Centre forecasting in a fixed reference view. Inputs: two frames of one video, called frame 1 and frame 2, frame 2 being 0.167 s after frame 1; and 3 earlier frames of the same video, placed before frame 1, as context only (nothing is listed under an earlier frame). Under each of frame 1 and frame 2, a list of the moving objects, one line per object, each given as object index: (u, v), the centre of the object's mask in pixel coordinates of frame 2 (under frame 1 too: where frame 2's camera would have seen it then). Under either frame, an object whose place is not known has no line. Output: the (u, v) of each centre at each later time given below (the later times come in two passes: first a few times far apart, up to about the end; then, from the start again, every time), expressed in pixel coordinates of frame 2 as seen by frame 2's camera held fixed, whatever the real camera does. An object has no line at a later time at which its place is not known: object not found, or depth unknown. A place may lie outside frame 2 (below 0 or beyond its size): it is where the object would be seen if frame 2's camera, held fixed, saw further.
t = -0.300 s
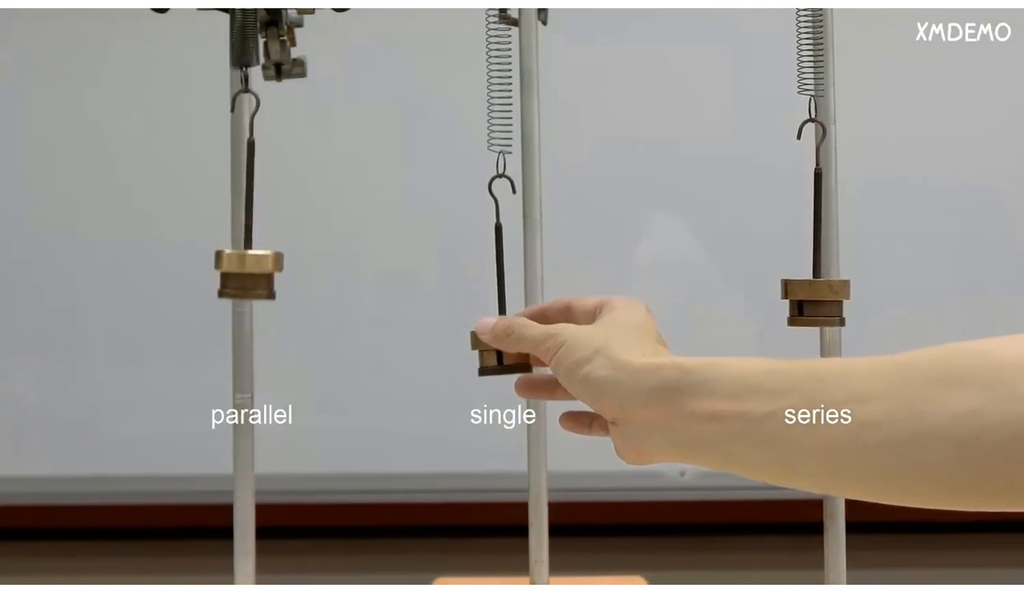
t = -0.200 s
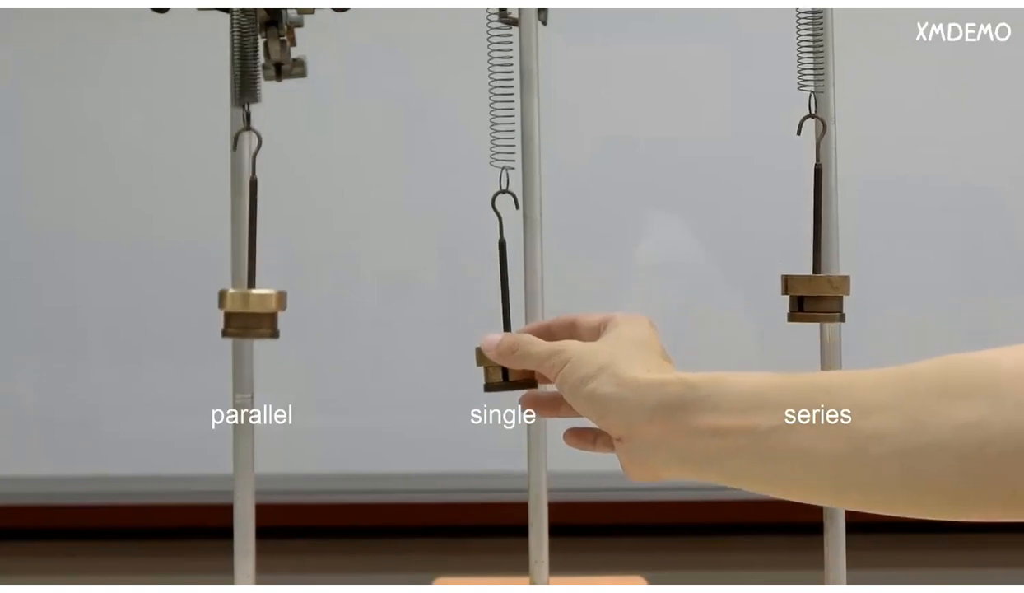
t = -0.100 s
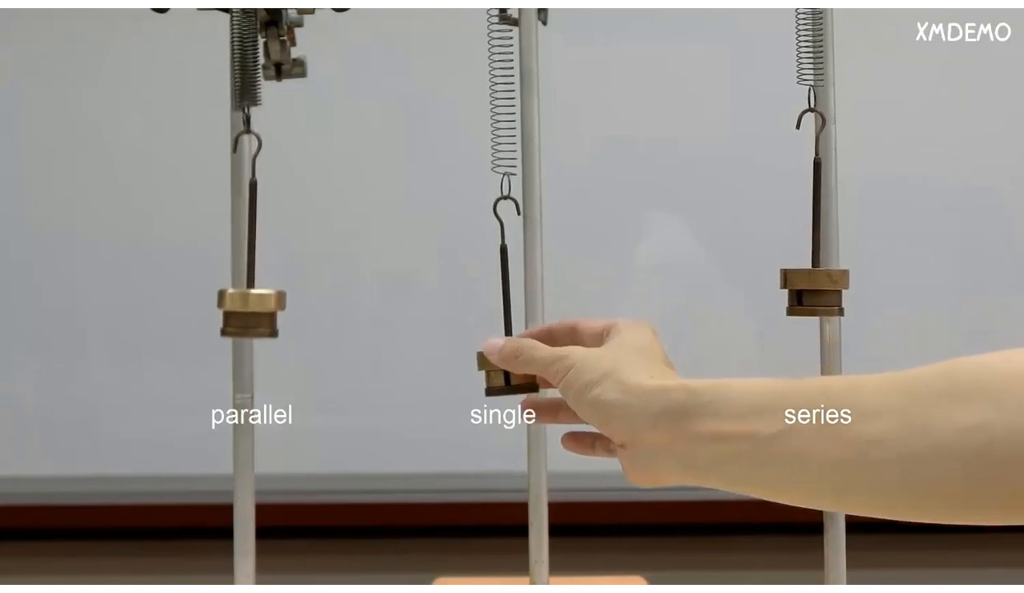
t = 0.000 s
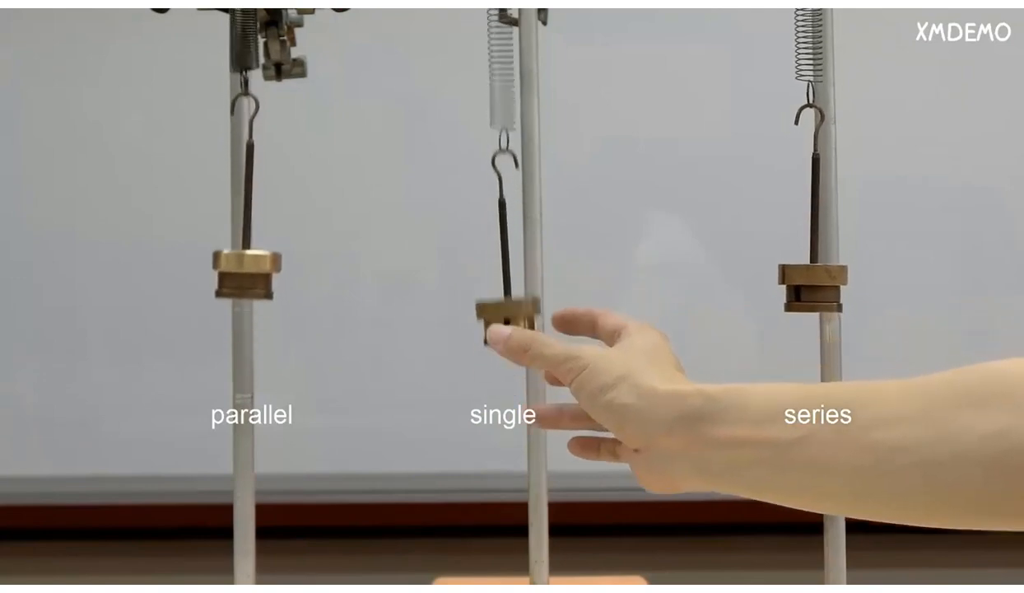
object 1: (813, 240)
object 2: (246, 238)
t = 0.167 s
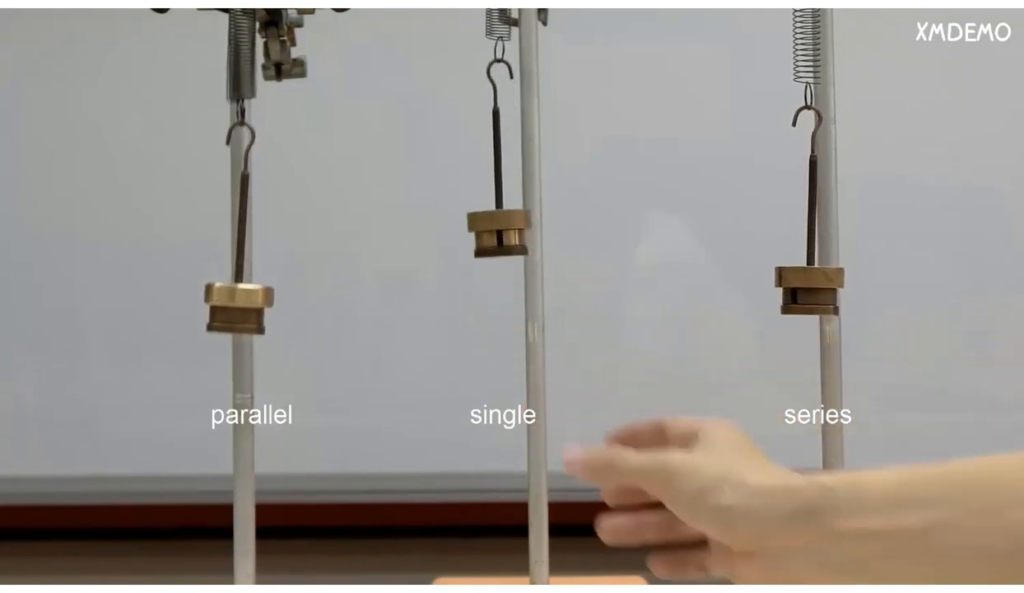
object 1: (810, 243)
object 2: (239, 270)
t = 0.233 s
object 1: (809, 248)
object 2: (238, 283)
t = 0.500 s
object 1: (810, 253)
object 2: (249, 251)
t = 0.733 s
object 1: (814, 244)
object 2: (249, 249)
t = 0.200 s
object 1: (810, 245)
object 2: (238, 279)
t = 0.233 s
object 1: (809, 248)
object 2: (238, 283)
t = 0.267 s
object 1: (809, 249)
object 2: (239, 278)
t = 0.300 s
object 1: (809, 249)
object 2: (239, 268)
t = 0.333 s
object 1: (809, 253)
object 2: (241, 255)
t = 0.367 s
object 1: (809, 255)
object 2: (242, 242)
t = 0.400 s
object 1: (809, 254)
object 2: (244, 235)
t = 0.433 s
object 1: (809, 257)
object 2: (245, 232)
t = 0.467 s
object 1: (809, 257)
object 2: (247, 241)
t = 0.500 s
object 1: (810, 253)
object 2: (249, 251)
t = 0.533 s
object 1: (810, 255)
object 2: (250, 267)
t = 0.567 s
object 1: (811, 253)
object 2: (251, 276)
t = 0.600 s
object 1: (811, 252)
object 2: (252, 283)
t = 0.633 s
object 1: (812, 250)
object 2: (252, 281)
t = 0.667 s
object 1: (813, 247)
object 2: (251, 273)
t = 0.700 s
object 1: (813, 246)
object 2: (250, 263)
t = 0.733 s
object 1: (814, 244)
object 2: (249, 249)
